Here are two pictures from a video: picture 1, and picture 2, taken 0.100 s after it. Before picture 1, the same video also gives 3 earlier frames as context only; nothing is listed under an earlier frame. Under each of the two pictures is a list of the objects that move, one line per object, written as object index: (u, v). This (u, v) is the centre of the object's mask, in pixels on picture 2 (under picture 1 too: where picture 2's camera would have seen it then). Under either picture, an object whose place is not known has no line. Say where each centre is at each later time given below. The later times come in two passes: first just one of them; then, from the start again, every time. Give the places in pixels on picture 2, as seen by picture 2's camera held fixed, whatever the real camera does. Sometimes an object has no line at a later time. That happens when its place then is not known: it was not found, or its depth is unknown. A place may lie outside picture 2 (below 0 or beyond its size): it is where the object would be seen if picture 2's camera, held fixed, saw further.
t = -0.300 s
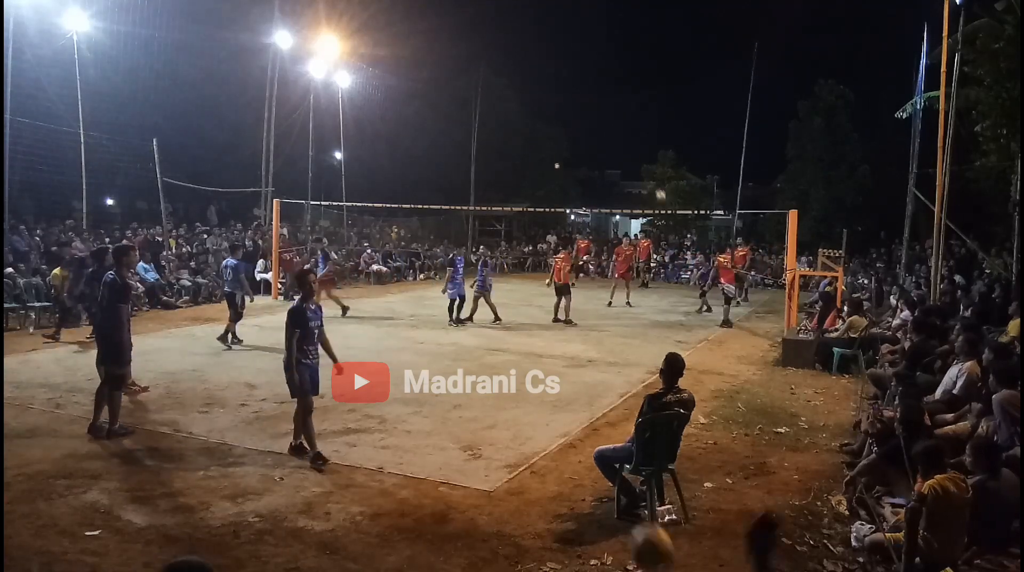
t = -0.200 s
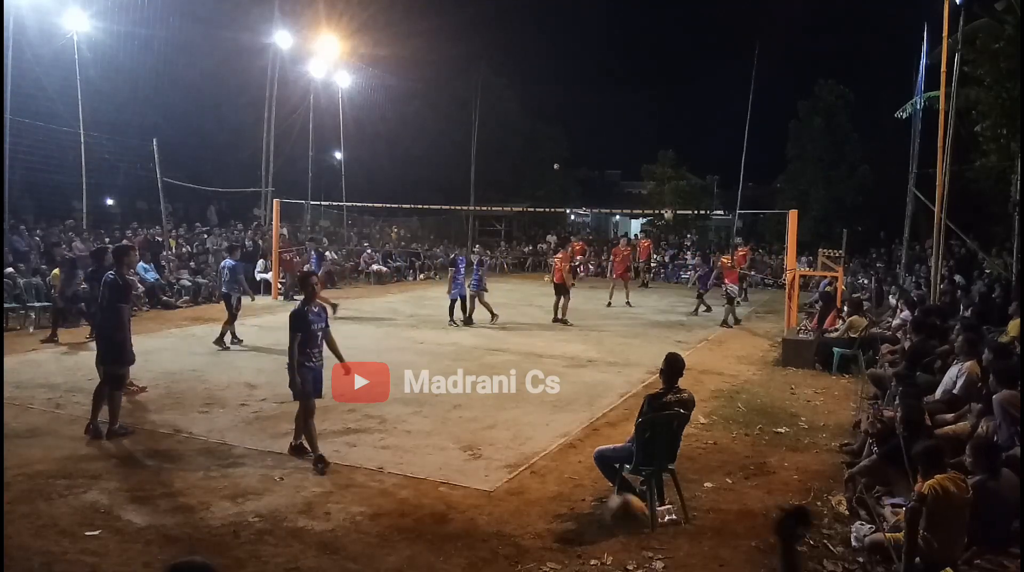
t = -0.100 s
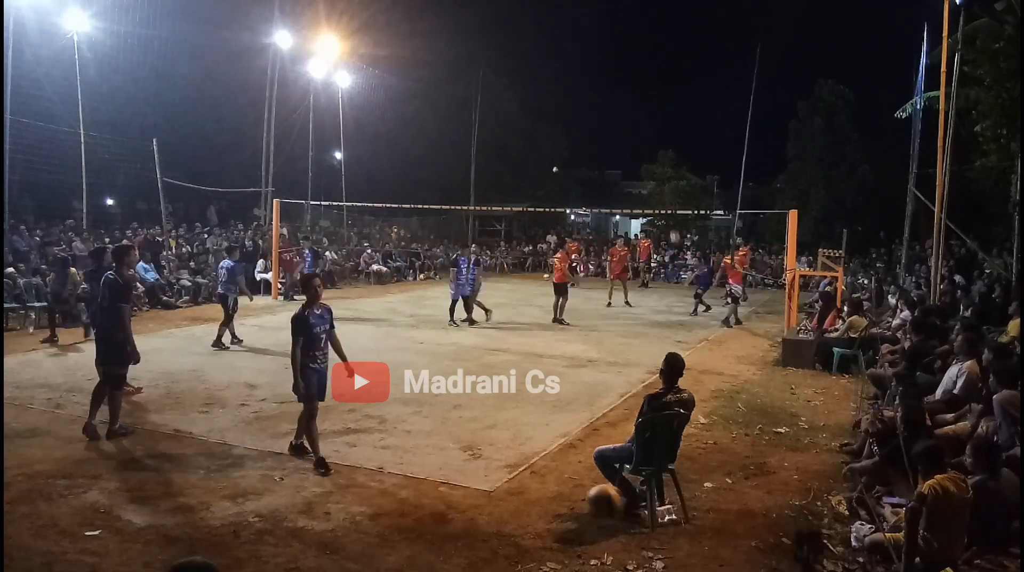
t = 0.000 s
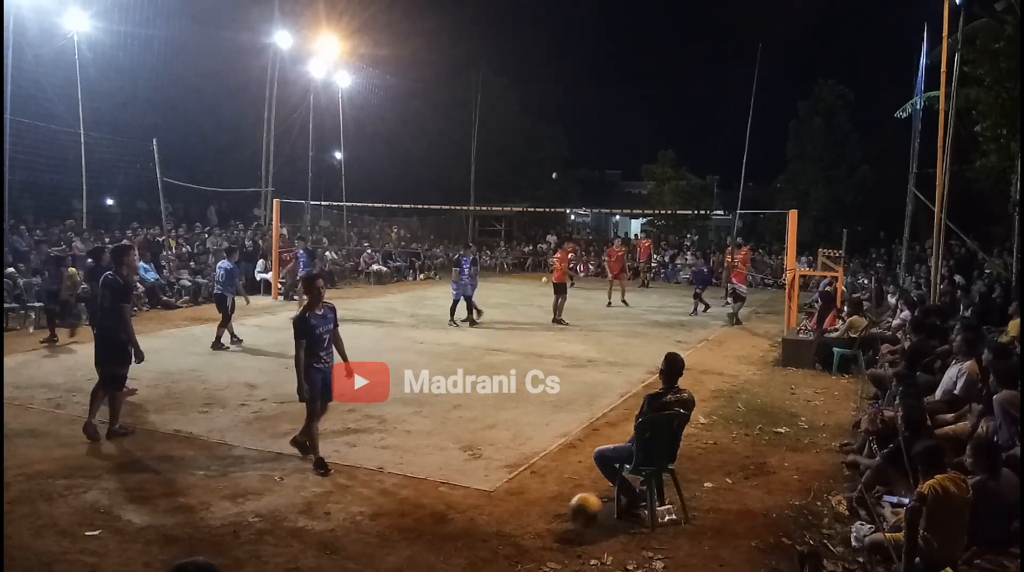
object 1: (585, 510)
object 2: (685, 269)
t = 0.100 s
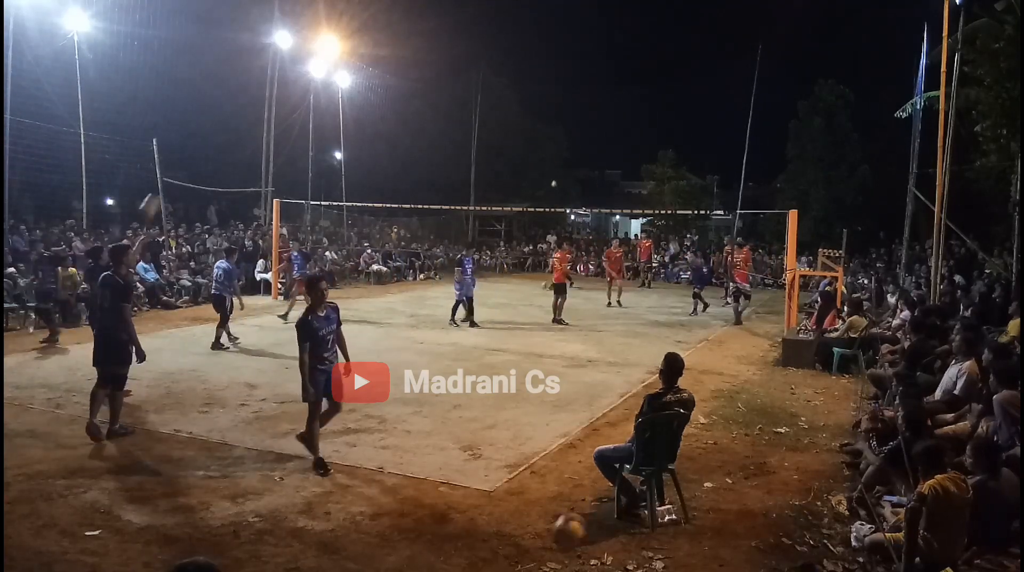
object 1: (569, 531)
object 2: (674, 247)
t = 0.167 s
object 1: (559, 549)
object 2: (668, 233)
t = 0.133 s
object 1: (565, 539)
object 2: (671, 240)
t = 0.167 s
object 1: (559, 549)
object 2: (668, 233)
